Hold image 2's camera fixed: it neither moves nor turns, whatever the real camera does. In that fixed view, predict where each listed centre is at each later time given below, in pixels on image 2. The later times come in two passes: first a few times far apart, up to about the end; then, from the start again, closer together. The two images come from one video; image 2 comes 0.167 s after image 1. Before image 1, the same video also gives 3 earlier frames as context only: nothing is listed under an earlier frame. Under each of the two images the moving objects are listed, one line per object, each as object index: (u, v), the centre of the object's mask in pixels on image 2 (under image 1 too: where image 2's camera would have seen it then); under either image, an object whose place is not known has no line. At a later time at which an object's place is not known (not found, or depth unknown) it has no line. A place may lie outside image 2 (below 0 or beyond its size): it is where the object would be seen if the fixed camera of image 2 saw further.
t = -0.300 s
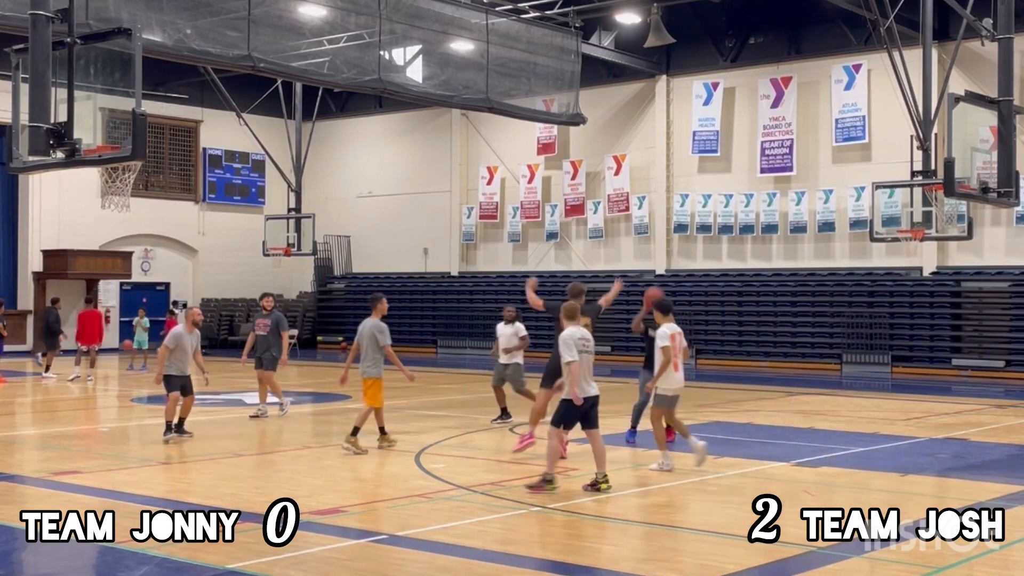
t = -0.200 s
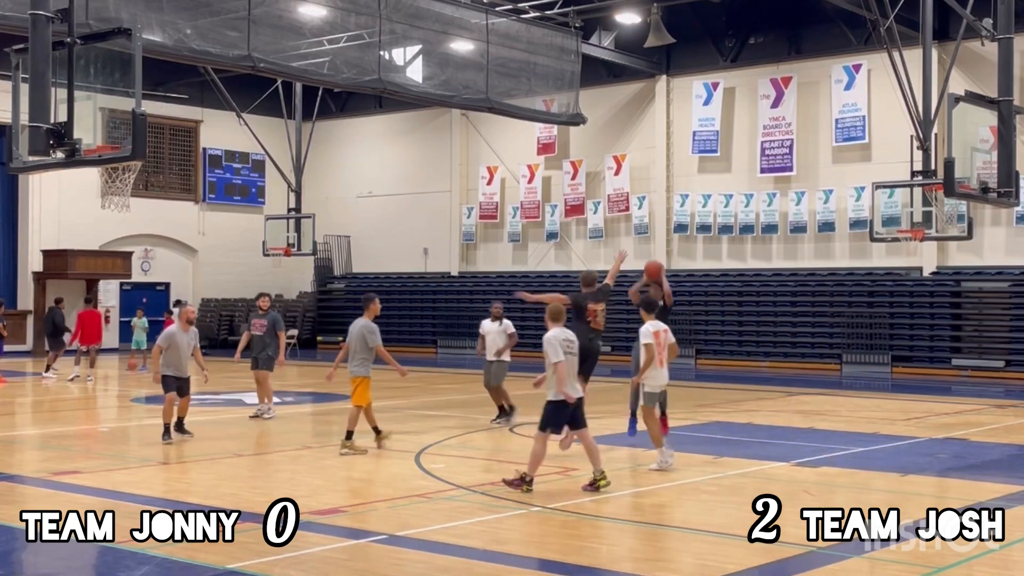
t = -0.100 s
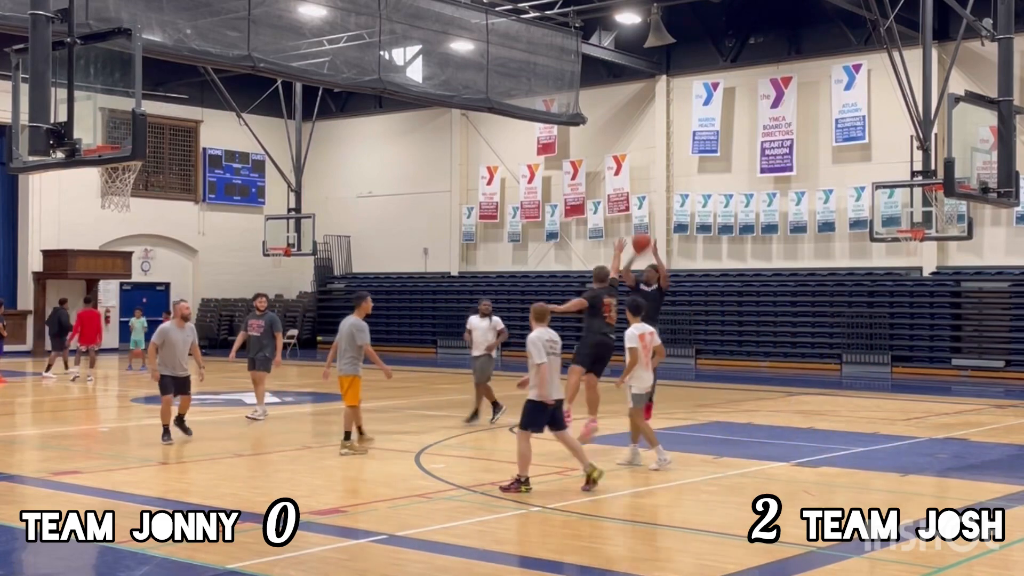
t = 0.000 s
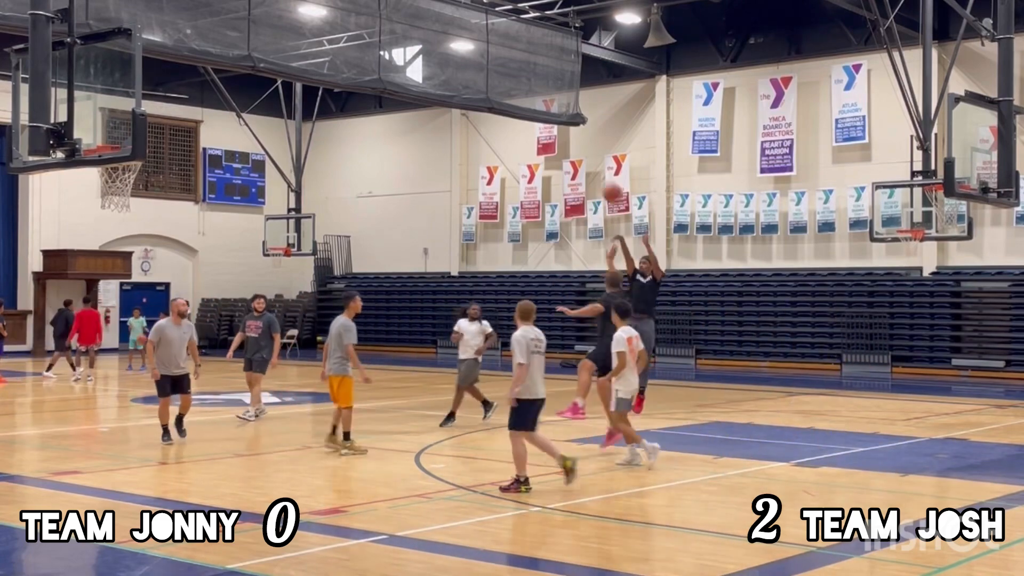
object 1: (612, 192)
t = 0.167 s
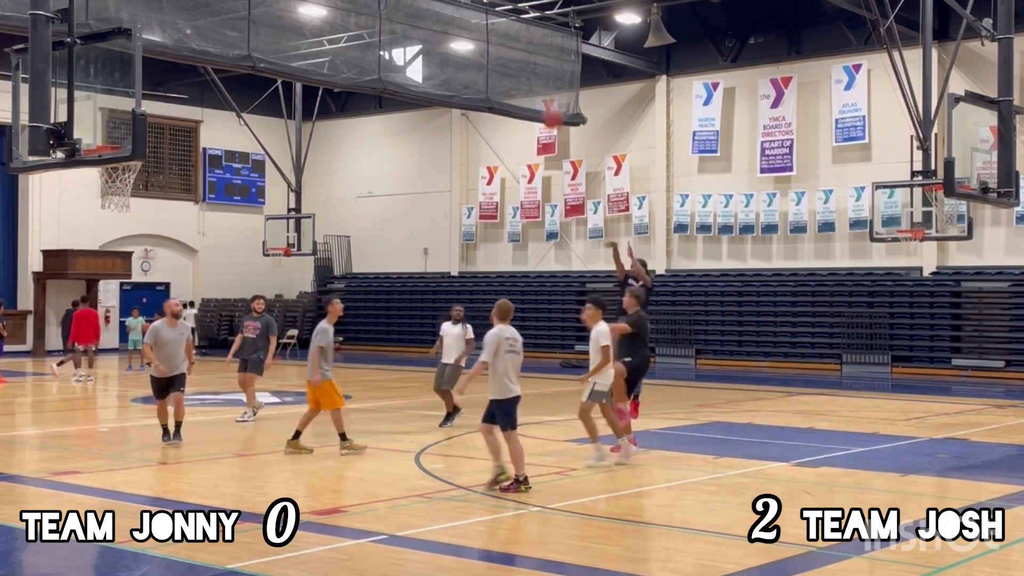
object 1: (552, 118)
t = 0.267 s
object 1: (514, 82)
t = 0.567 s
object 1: (388, 18)
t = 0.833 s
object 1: (256, 29)
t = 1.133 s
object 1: (103, 130)
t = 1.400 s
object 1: (213, 90)
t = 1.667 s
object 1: (310, 126)
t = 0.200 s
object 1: (539, 106)
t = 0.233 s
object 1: (527, 93)
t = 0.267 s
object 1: (514, 82)
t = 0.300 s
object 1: (501, 72)
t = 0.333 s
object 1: (488, 61)
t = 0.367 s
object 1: (475, 55)
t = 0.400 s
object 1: (460, 45)
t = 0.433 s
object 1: (445, 37)
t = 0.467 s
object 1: (431, 31)
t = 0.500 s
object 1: (418, 26)
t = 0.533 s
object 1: (403, 21)
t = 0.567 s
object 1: (388, 18)
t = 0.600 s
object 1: (373, 15)
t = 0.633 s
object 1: (357, 14)
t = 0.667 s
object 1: (341, 14)
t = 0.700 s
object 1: (327, 15)
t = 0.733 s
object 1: (308, 17)
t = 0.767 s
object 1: (291, 20)
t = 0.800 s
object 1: (275, 23)
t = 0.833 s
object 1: (256, 29)
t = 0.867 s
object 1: (239, 35)
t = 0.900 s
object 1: (220, 43)
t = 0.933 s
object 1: (201, 54)
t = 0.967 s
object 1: (182, 65)
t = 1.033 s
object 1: (146, 87)
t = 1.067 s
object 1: (121, 105)
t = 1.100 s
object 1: (103, 121)
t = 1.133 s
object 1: (103, 130)
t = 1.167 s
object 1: (117, 121)
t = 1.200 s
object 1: (126, 113)
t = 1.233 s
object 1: (151, 103)
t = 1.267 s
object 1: (161, 98)
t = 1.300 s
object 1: (174, 94)
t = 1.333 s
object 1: (187, 91)
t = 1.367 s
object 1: (201, 90)
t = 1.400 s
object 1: (213, 90)
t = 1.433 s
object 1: (226, 91)
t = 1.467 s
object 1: (239, 92)
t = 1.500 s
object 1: (251, 95)
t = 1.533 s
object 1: (263, 99)
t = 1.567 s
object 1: (276, 105)
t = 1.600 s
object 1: (286, 111)
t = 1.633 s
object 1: (299, 118)
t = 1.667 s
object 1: (310, 126)
